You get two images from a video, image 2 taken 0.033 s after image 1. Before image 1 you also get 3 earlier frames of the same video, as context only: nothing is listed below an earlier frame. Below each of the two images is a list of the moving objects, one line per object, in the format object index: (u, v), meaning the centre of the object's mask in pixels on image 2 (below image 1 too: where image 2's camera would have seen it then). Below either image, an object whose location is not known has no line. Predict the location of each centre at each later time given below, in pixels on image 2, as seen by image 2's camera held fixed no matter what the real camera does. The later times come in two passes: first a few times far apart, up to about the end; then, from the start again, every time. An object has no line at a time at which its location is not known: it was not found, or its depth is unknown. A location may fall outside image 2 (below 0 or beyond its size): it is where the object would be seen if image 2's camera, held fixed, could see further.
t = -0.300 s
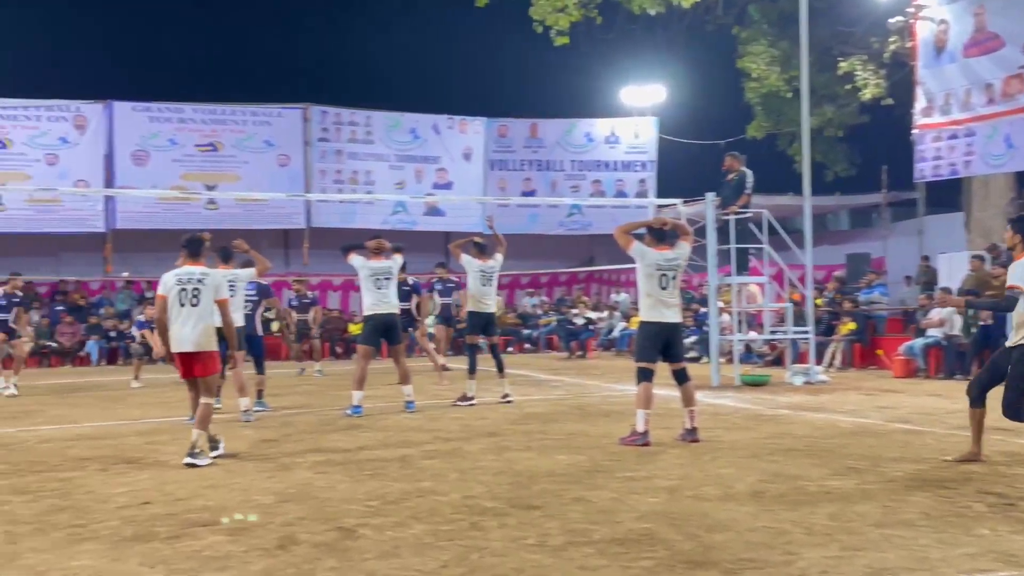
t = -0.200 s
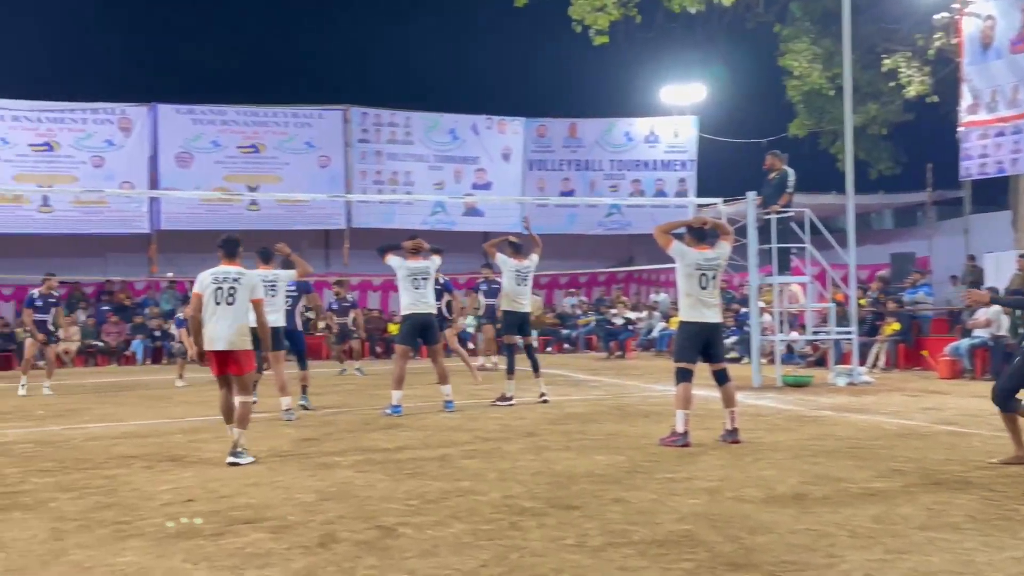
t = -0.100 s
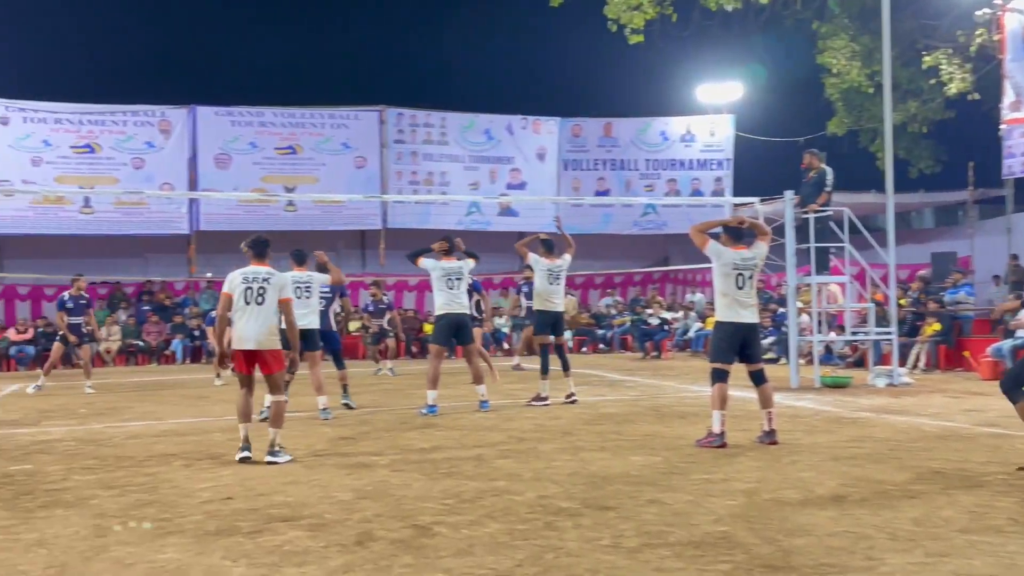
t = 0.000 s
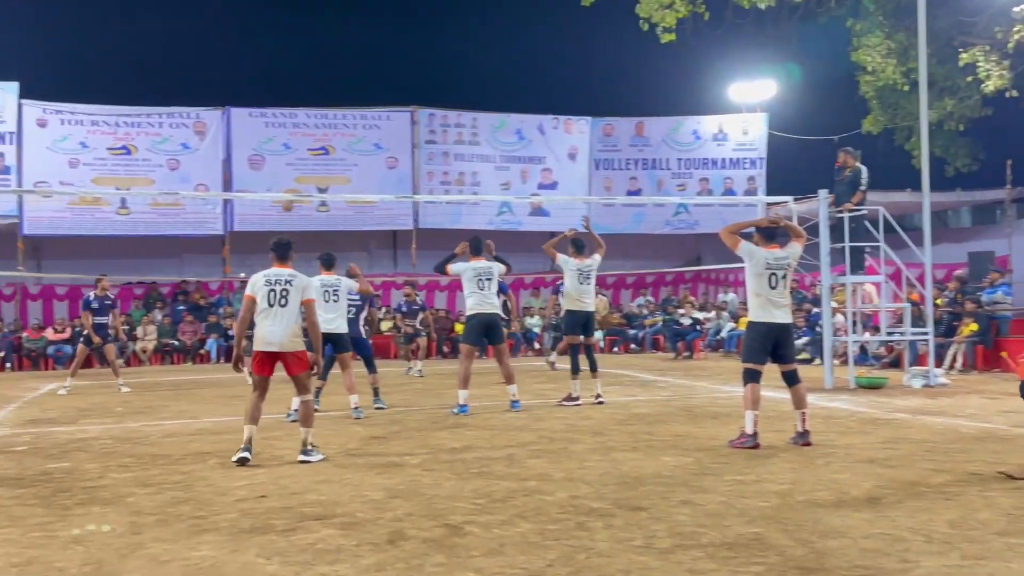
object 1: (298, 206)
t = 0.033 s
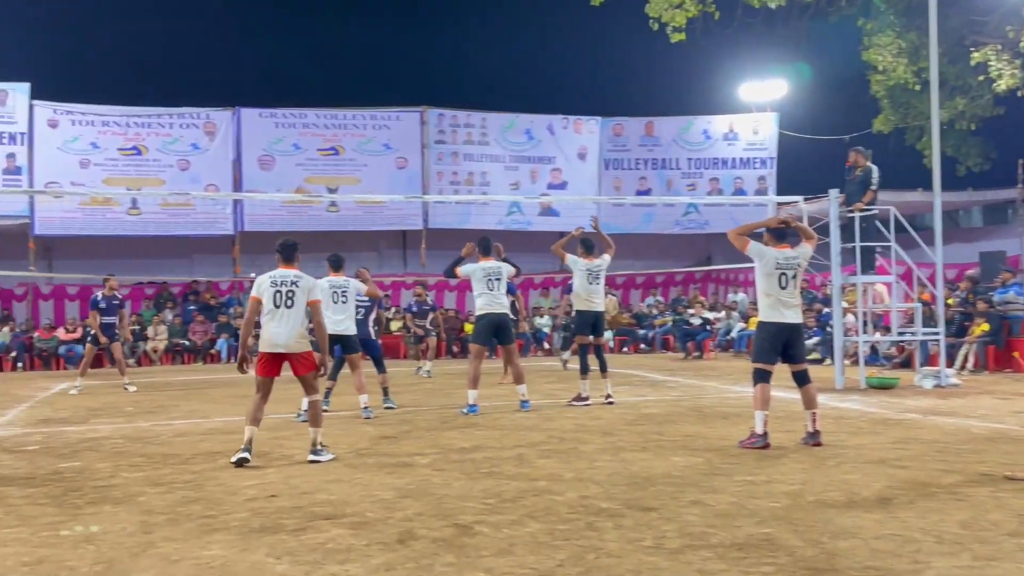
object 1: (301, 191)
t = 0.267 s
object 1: (312, 118)
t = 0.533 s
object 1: (328, 72)
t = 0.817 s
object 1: (348, 76)
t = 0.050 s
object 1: (301, 187)
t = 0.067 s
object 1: (302, 180)
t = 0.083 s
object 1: (302, 174)
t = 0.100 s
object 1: (303, 168)
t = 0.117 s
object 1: (304, 162)
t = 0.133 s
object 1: (304, 158)
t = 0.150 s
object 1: (306, 152)
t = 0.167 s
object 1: (307, 146)
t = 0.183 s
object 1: (307, 142)
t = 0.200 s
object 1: (308, 136)
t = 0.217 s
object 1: (310, 131)
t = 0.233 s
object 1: (310, 127)
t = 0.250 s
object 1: (310, 122)
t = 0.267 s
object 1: (312, 118)
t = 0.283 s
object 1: (313, 114)
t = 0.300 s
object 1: (313, 109)
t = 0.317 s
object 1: (315, 106)
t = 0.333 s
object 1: (316, 102)
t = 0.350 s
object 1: (317, 99)
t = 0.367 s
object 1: (318, 96)
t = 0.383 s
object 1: (318, 92)
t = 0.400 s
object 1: (320, 89)
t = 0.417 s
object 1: (320, 86)
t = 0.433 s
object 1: (322, 84)
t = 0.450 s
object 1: (322, 82)
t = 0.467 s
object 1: (324, 80)
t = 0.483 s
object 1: (325, 77)
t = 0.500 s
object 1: (326, 75)
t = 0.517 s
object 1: (327, 74)
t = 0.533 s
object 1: (328, 72)
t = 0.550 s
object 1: (329, 70)
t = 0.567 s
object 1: (330, 69)
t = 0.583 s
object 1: (331, 68)
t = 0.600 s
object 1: (332, 68)
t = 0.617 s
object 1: (333, 68)
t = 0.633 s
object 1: (335, 67)
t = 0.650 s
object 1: (336, 67)
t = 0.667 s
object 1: (337, 67)
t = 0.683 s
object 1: (338, 67)
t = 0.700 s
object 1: (339, 67)
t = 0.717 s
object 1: (341, 68)
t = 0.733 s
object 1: (342, 68)
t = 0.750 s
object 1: (343, 70)
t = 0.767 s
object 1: (344, 71)
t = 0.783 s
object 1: (346, 73)
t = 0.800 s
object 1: (347, 74)
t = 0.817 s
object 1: (348, 76)
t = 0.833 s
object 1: (350, 78)
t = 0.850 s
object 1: (351, 80)
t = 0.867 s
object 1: (352, 82)
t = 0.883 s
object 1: (354, 85)
